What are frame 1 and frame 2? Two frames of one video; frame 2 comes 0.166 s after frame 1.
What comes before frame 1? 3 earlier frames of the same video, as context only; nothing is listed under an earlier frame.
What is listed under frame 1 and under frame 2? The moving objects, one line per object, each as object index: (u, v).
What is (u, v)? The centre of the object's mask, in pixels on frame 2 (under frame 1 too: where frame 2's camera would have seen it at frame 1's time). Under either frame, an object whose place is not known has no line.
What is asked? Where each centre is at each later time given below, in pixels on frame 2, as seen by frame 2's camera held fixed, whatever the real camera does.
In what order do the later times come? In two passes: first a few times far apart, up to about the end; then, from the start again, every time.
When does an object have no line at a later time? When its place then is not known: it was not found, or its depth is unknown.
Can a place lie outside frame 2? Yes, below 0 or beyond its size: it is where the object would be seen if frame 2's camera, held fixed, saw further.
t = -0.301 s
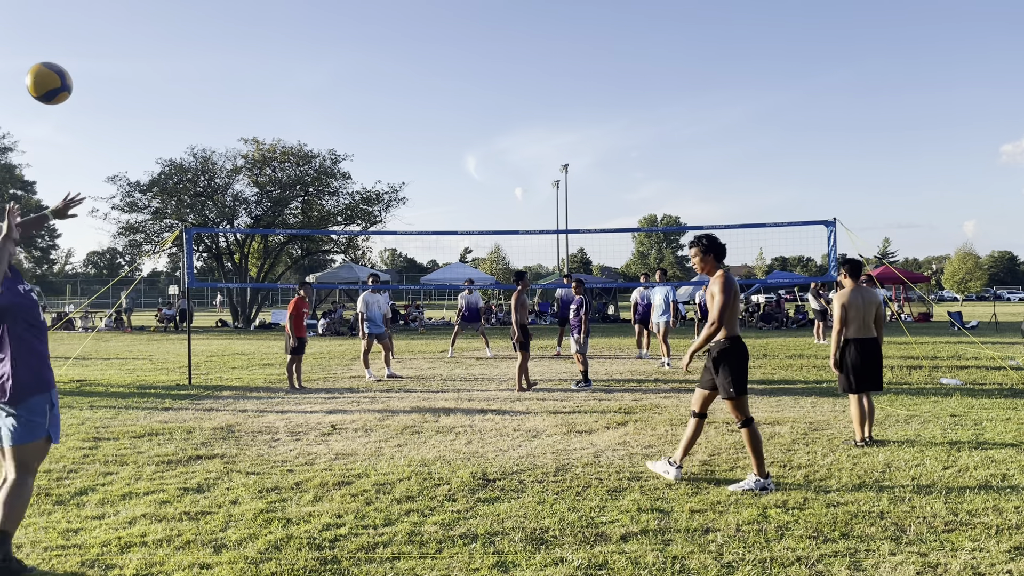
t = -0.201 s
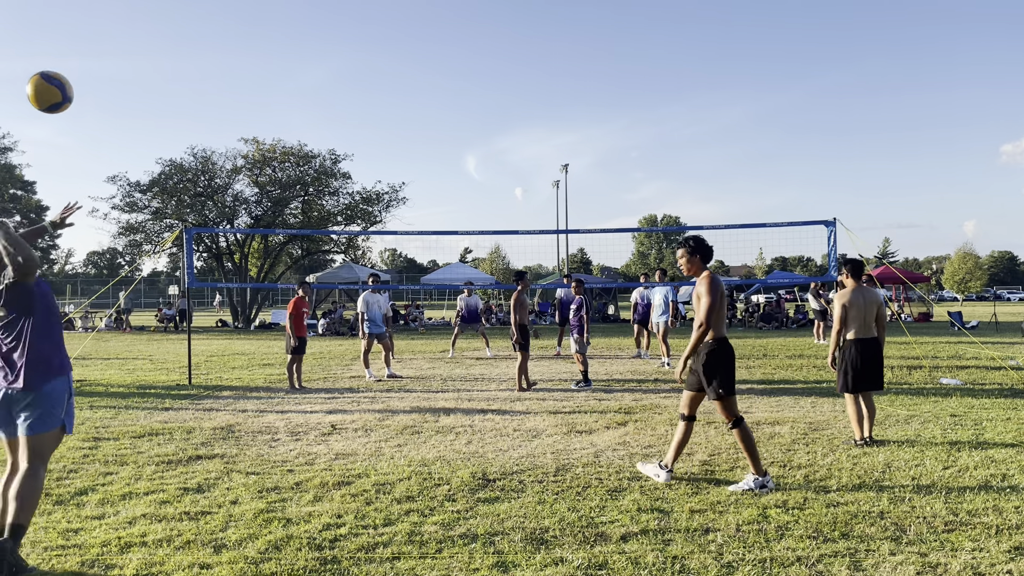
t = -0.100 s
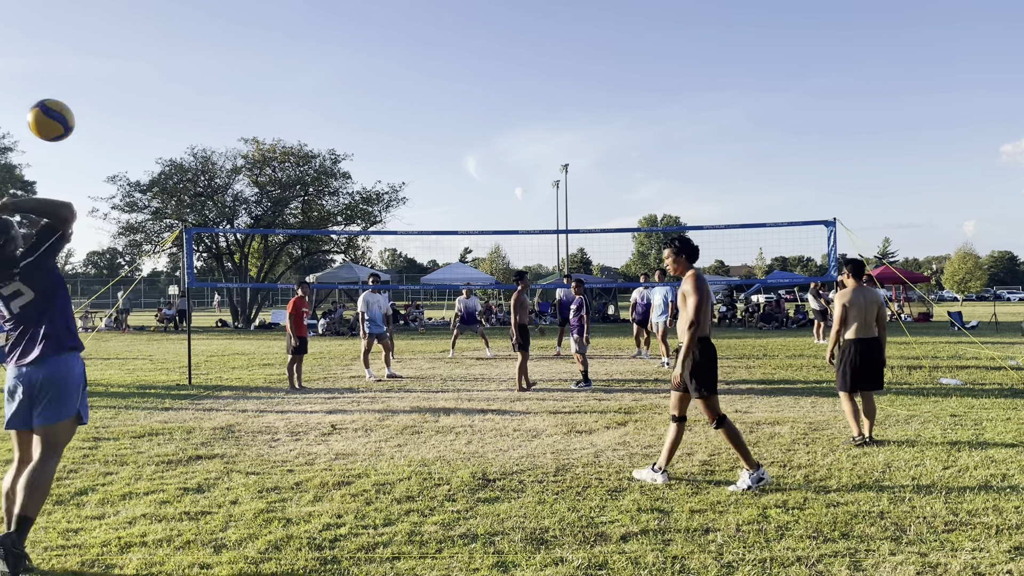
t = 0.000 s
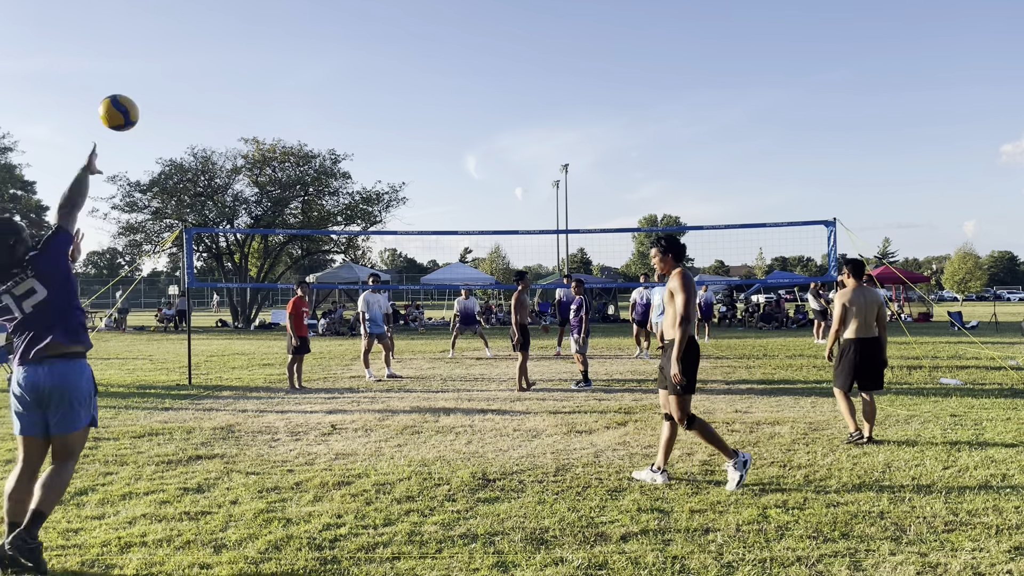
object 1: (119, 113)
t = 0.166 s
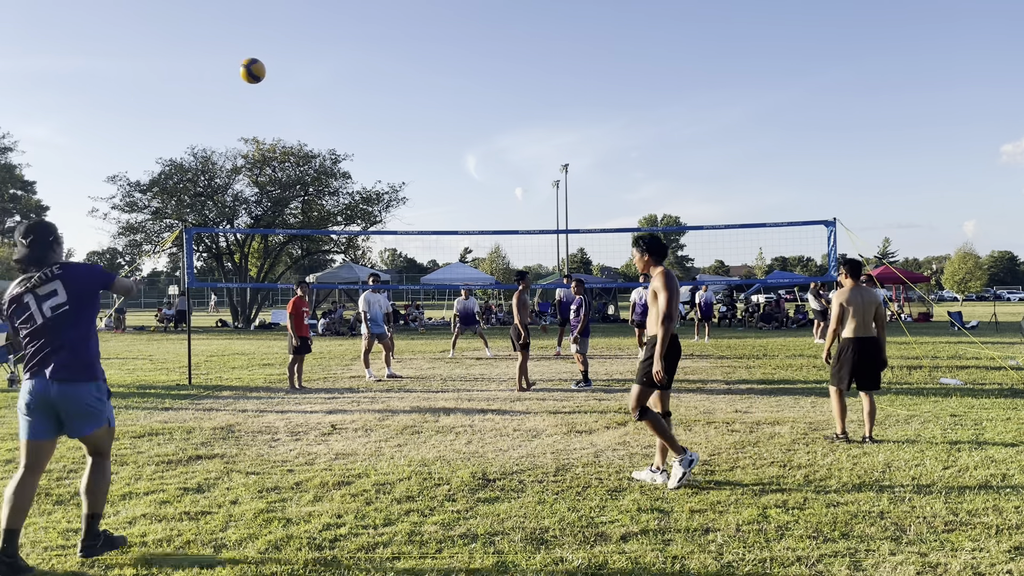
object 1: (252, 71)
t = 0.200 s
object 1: (270, 68)
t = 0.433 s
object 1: (353, 82)
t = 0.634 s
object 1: (394, 112)
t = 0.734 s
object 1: (409, 130)
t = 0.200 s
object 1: (270, 68)
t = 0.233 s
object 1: (286, 67)
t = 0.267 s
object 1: (300, 68)
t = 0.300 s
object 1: (313, 69)
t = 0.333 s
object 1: (324, 72)
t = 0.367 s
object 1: (335, 75)
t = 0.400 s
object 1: (344, 78)
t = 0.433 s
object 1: (353, 82)
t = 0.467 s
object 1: (361, 86)
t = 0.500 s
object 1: (368, 91)
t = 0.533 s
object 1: (375, 95)
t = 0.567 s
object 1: (382, 100)
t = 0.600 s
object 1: (388, 106)
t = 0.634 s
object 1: (394, 112)
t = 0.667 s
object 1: (399, 118)
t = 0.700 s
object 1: (404, 124)
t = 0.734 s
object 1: (409, 130)
